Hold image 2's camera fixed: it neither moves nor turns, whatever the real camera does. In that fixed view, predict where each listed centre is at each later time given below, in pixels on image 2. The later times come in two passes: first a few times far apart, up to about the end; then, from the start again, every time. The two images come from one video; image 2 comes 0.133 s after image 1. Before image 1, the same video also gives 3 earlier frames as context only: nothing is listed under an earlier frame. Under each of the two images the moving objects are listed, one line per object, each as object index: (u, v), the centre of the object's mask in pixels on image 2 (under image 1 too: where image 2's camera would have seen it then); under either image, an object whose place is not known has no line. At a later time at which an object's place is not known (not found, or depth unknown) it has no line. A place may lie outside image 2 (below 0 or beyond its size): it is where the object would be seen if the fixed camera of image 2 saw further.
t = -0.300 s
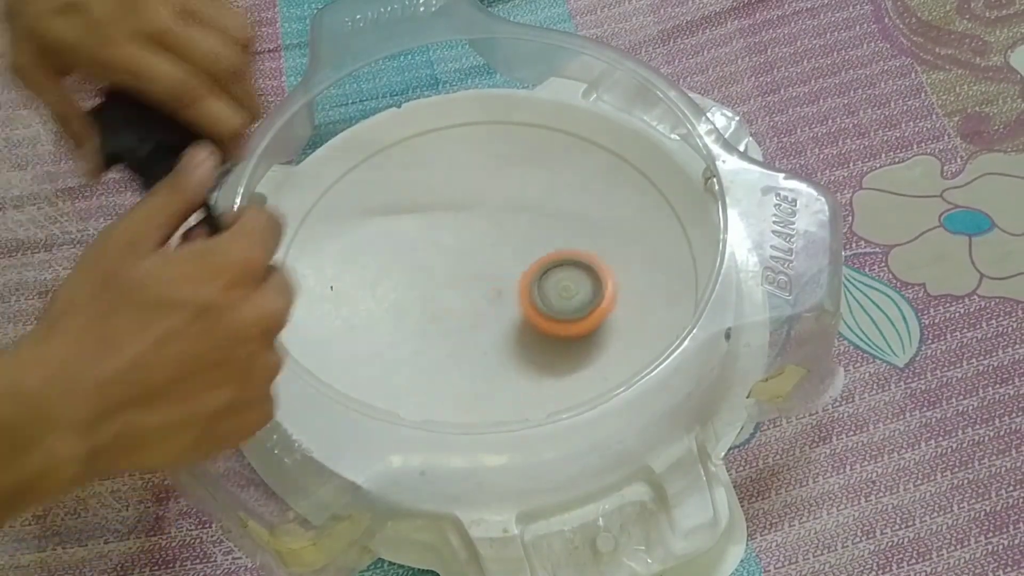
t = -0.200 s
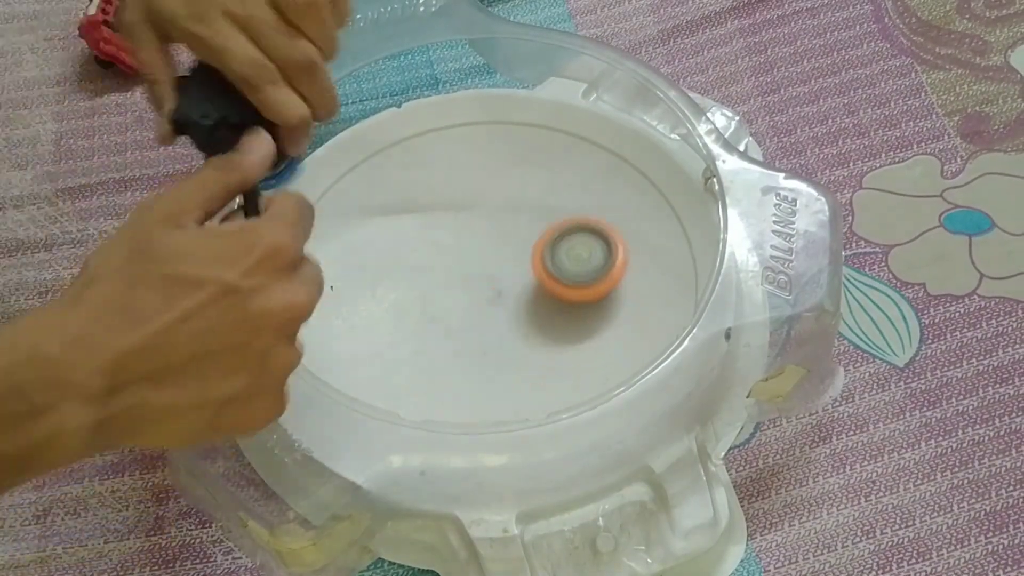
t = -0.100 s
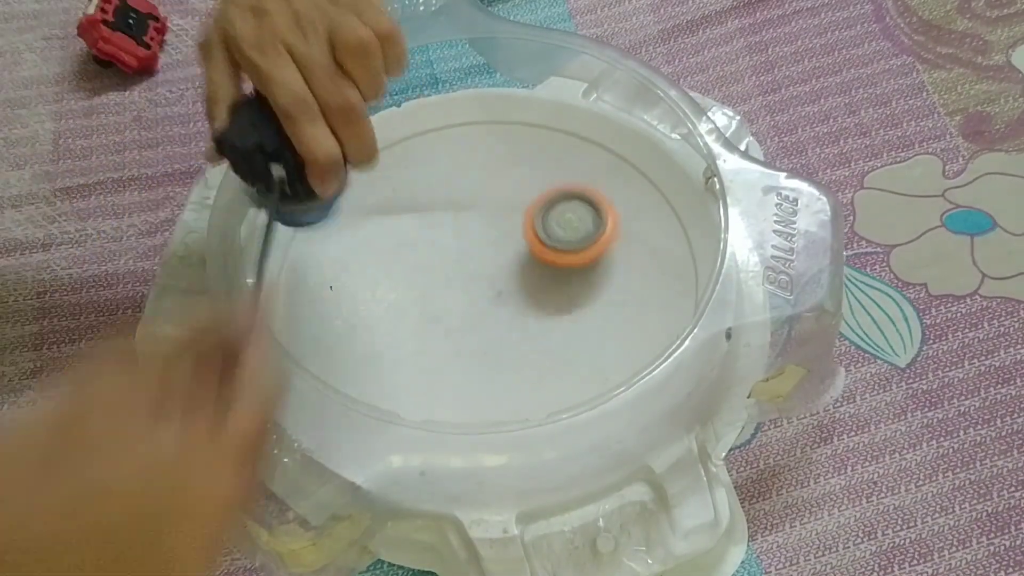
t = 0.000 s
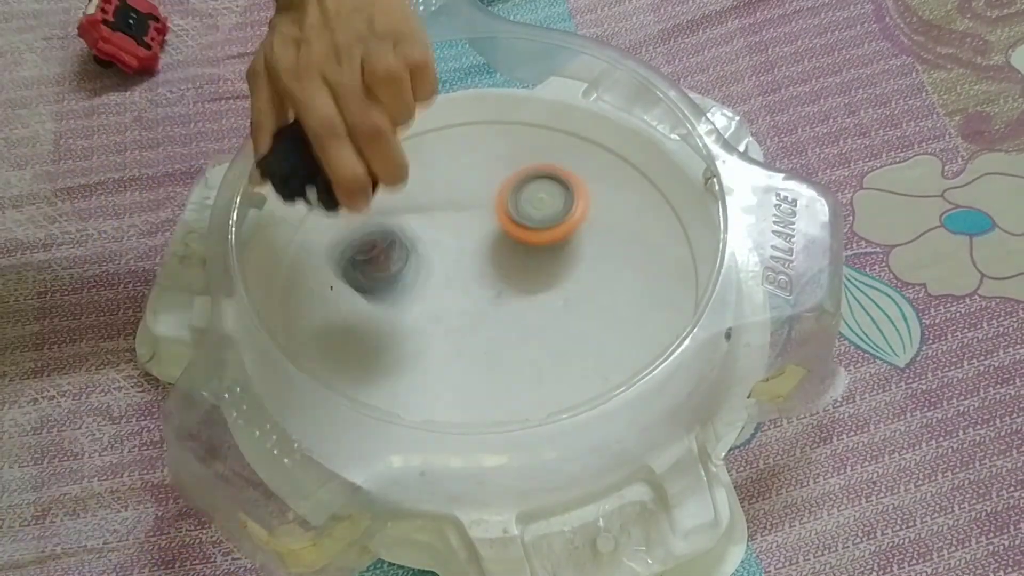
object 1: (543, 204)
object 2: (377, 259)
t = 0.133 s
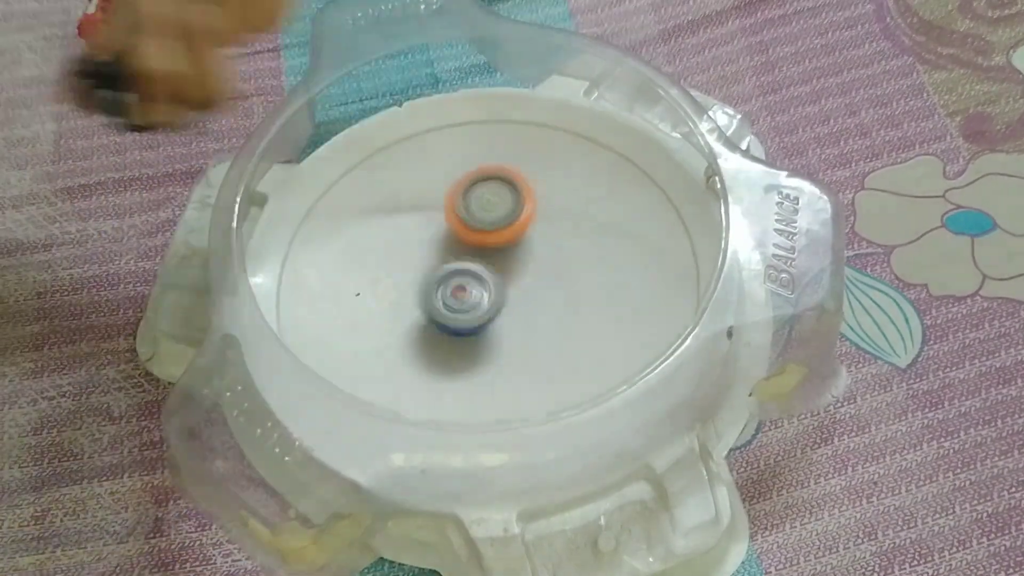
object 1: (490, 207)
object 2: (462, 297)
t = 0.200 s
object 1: (469, 218)
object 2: (477, 300)
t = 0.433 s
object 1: (423, 200)
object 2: (601, 425)
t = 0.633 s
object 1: (433, 274)
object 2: (649, 266)
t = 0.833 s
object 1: (519, 299)
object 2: (479, 172)
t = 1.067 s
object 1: (582, 234)
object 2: (307, 282)
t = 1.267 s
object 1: (542, 186)
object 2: (406, 423)
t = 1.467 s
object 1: (475, 215)
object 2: (605, 347)
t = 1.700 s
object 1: (491, 295)
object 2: (584, 146)
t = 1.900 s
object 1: (547, 310)
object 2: (403, 136)
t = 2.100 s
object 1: (588, 273)
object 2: (344, 288)
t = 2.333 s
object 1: (540, 239)
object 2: (555, 378)
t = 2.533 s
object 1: (487, 274)
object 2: (677, 250)
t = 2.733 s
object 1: (492, 329)
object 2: (563, 131)
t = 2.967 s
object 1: (541, 334)
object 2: (379, 207)
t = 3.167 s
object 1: (551, 298)
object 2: (379, 365)
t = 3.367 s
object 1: (512, 267)
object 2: (541, 420)
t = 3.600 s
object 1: (456, 282)
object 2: (645, 267)
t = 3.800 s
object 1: (448, 311)
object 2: (536, 161)
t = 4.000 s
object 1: (480, 320)
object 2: (387, 180)
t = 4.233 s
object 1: (512, 279)
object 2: (352, 321)
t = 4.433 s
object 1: (494, 241)
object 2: (508, 381)
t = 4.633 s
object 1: (461, 237)
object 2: (628, 277)
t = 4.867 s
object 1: (465, 267)
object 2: (574, 147)
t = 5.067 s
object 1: (504, 272)
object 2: (437, 157)
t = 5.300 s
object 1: (526, 243)
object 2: (394, 302)
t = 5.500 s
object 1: (515, 227)
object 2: (509, 379)
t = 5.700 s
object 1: (498, 239)
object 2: (628, 323)
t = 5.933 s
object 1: (509, 270)
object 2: (590, 203)
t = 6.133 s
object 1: (536, 281)
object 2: (463, 193)
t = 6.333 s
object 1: (554, 280)
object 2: (379, 268)
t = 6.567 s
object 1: (545, 266)
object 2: (443, 371)
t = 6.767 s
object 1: (516, 275)
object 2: (562, 344)
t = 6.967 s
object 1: (475, 275)
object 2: (650, 279)
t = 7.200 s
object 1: (458, 297)
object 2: (598, 191)
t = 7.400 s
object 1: (473, 307)
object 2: (480, 214)
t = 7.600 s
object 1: (507, 301)
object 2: (389, 257)
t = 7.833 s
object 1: (521, 269)
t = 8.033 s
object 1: (502, 242)
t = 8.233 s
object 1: (473, 243)
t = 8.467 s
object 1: (477, 269)
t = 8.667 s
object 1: (511, 275)
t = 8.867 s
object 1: (545, 272)
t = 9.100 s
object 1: (562, 250)
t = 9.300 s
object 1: (545, 244)
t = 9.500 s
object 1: (527, 225)
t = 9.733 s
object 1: (492, 233)
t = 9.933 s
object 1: (471, 255)
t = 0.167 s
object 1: (478, 212)
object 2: (470, 296)
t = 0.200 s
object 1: (469, 218)
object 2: (477, 300)
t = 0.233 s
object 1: (466, 200)
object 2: (480, 337)
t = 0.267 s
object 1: (463, 185)
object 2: (484, 375)
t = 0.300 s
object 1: (458, 177)
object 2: (502, 398)
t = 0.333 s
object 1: (451, 177)
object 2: (519, 421)
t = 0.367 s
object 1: (441, 181)
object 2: (548, 431)
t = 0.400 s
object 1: (431, 190)
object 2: (576, 435)
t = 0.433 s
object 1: (423, 200)
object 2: (601, 425)
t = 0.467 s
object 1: (417, 213)
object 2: (625, 408)
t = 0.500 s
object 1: (413, 226)
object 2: (644, 380)
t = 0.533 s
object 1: (413, 238)
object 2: (656, 359)
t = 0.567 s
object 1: (417, 251)
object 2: (653, 323)
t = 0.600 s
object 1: (423, 263)
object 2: (657, 296)
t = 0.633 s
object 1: (433, 274)
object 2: (649, 266)
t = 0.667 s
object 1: (444, 283)
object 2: (634, 239)
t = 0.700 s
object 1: (457, 291)
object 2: (610, 217)
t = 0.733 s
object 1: (471, 297)
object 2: (583, 197)
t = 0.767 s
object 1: (487, 300)
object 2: (548, 184)
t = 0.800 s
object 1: (503, 301)
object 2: (515, 177)
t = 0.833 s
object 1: (519, 299)
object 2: (479, 172)
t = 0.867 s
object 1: (534, 296)
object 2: (444, 174)
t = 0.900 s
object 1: (549, 290)
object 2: (412, 183)
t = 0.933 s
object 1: (563, 282)
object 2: (386, 193)
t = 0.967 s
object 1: (572, 270)
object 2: (360, 211)
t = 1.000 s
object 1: (578, 258)
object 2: (338, 234)
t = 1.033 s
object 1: (581, 245)
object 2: (319, 256)
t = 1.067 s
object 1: (582, 234)
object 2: (307, 282)
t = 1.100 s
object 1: (580, 222)
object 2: (304, 307)
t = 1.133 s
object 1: (577, 211)
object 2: (309, 328)
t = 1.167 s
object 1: (571, 201)
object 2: (315, 359)
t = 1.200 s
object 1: (564, 195)
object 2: (338, 384)
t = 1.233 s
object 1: (553, 189)
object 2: (369, 410)
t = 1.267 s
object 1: (542, 186)
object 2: (406, 423)
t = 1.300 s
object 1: (529, 184)
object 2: (443, 429)
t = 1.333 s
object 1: (516, 185)
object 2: (483, 427)
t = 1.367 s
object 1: (504, 188)
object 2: (521, 415)
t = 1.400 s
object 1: (494, 195)
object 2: (559, 392)
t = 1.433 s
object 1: (484, 204)
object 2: (584, 366)
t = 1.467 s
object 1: (475, 215)
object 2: (605, 347)
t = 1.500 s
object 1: (470, 226)
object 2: (621, 319)
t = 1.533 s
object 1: (467, 238)
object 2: (630, 286)
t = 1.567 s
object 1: (467, 252)
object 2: (631, 253)
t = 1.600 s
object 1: (469, 264)
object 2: (628, 222)
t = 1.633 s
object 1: (475, 275)
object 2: (616, 196)
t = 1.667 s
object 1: (483, 287)
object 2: (602, 172)
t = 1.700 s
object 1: (491, 295)
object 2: (584, 146)
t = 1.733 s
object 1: (500, 301)
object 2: (559, 125)
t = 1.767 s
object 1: (508, 306)
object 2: (535, 114)
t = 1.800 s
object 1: (518, 309)
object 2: (504, 103)
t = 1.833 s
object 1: (528, 310)
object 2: (474, 105)
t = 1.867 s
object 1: (538, 311)
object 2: (438, 118)
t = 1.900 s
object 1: (547, 310)
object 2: (403, 136)
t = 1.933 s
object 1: (558, 308)
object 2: (377, 155)
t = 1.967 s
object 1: (568, 304)
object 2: (354, 177)
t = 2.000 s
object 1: (575, 298)
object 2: (338, 200)
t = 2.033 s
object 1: (582, 291)
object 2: (333, 226)
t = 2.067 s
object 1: (587, 282)
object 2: (335, 259)
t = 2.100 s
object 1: (588, 273)
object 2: (344, 288)
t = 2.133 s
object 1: (587, 264)
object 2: (362, 316)
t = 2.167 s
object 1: (583, 256)
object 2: (385, 342)
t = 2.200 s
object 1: (577, 250)
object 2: (415, 363)
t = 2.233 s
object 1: (569, 244)
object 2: (447, 377)
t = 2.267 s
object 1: (561, 240)
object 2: (480, 385)
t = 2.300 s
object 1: (551, 239)
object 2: (518, 385)
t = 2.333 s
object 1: (540, 239)
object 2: (555, 378)
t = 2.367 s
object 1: (531, 241)
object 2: (588, 364)
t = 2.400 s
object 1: (519, 244)
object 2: (619, 347)
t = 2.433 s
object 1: (508, 250)
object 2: (642, 328)
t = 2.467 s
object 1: (500, 256)
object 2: (657, 303)
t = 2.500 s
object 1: (492, 264)
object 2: (670, 278)
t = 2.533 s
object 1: (487, 274)
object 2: (677, 250)
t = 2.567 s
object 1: (482, 285)
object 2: (676, 225)
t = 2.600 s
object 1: (481, 295)
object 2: (666, 198)
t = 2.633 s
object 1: (481, 306)
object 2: (648, 175)
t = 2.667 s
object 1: (483, 314)
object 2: (620, 151)
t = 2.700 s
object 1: (487, 323)
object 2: (593, 137)
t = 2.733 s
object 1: (492, 329)
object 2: (563, 131)
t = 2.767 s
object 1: (498, 333)
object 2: (532, 128)
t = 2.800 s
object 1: (506, 337)
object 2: (500, 130)
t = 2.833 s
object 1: (514, 339)
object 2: (472, 141)
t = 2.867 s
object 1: (522, 339)
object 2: (442, 155)
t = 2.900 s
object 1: (528, 339)
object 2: (419, 171)
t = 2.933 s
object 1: (534, 337)
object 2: (396, 190)
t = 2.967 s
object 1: (541, 334)
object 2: (379, 207)
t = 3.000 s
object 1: (545, 330)
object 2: (366, 230)
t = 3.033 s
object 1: (549, 324)
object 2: (357, 259)
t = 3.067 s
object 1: (551, 318)
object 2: (354, 288)
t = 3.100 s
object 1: (552, 312)
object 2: (358, 313)
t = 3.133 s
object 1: (552, 305)
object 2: (364, 344)
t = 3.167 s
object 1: (551, 298)
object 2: (379, 365)
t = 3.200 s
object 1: (549, 291)
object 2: (401, 383)
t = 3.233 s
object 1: (545, 284)
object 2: (421, 407)
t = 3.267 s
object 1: (539, 278)
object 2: (448, 420)
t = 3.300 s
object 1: (531, 273)
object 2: (479, 426)
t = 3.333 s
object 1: (521, 269)
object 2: (509, 426)
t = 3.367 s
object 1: (512, 267)
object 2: (541, 420)
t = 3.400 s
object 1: (500, 265)
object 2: (571, 407)
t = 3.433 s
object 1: (489, 265)
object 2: (597, 390)
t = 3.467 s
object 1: (481, 266)
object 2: (612, 363)
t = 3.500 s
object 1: (473, 269)
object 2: (630, 345)
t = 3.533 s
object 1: (465, 273)
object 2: (644, 316)
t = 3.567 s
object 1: (460, 277)
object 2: (648, 292)
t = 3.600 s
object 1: (456, 282)
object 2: (645, 267)
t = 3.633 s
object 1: (451, 286)
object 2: (635, 243)
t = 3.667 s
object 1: (449, 291)
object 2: (622, 219)
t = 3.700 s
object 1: (446, 296)
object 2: (604, 199)
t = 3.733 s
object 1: (445, 302)
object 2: (586, 182)
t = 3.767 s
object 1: (446, 307)
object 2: (559, 169)
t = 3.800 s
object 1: (448, 311)
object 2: (536, 161)
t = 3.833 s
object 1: (451, 316)
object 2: (508, 155)
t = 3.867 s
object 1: (456, 319)
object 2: (484, 153)
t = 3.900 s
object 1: (460, 321)
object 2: (456, 155)
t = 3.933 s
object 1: (466, 321)
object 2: (433, 160)
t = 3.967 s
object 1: (473, 321)
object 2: (409, 170)
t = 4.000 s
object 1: (480, 320)
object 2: (387, 180)
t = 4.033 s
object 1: (487, 316)
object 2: (367, 195)
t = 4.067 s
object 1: (493, 312)
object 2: (353, 211)
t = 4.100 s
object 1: (500, 306)
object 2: (343, 228)
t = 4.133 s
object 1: (504, 300)
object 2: (338, 250)
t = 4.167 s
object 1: (507, 293)
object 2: (336, 275)
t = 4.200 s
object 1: (510, 285)
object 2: (341, 301)
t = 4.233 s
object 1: (512, 279)
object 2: (352, 321)
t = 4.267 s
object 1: (512, 272)
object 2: (369, 342)
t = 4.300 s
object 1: (510, 264)
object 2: (395, 362)
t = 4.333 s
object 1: (508, 256)
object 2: (420, 376)
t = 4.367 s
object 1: (504, 250)
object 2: (448, 381)
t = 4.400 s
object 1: (500, 245)
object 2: (480, 384)
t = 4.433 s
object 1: (494, 241)
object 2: (508, 381)
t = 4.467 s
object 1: (487, 237)
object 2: (539, 372)
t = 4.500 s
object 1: (482, 235)
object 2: (562, 360)
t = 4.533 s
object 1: (476, 234)
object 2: (583, 345)
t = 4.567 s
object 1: (470, 234)
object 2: (603, 323)
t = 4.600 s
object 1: (465, 235)
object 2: (617, 301)
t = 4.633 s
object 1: (461, 237)
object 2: (628, 277)
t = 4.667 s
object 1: (456, 240)
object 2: (633, 255)
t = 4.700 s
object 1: (454, 244)
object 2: (632, 232)
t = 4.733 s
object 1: (453, 249)
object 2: (626, 209)
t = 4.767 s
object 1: (454, 255)
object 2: (618, 192)
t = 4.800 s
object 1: (456, 259)
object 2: (607, 172)
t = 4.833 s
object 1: (460, 264)
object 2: (593, 158)
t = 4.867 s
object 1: (465, 267)
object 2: (574, 147)
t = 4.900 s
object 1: (470, 270)
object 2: (555, 139)
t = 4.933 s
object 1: (477, 272)
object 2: (530, 133)
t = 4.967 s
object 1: (483, 273)
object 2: (507, 130)
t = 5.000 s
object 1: (490, 274)
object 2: (483, 136)
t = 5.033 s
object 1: (497, 273)
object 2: (459, 146)
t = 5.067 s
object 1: (504, 272)
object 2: (437, 157)
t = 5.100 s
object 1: (509, 269)
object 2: (418, 173)
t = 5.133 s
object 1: (515, 264)
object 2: (402, 191)
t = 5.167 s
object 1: (519, 260)
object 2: (392, 209)
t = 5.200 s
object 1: (522, 256)
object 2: (385, 232)
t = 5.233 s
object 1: (524, 251)
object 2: (384, 256)
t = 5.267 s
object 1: (526, 247)
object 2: (386, 278)
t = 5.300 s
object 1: (526, 243)
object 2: (394, 302)
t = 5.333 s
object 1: (526, 239)
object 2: (407, 324)
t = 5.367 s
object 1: (525, 235)
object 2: (422, 341)
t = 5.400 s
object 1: (524, 232)
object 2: (440, 358)
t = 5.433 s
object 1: (522, 230)
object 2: (463, 368)
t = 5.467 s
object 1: (519, 228)
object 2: (486, 377)
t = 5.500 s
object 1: (515, 227)
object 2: (509, 379)
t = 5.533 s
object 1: (512, 227)
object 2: (532, 378)
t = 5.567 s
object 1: (509, 227)
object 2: (557, 374)
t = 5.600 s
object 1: (506, 229)
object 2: (579, 365)
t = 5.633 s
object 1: (503, 231)
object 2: (599, 354)
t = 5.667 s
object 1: (500, 234)
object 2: (615, 340)
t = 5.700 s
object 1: (498, 239)
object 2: (628, 323)
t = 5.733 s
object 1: (497, 243)
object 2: (637, 304)
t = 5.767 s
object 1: (498, 248)
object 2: (640, 283)
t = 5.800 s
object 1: (498, 253)
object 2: (638, 265)
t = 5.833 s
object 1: (500, 257)
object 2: (632, 247)
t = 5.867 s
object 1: (502, 262)
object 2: (622, 230)
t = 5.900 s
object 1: (505, 266)
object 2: (607, 214)
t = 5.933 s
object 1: (509, 270)
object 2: (590, 203)
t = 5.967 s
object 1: (513, 273)
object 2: (572, 192)
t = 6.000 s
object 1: (517, 276)
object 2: (551, 187)
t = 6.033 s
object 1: (523, 277)
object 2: (528, 183)
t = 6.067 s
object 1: (528, 280)
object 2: (507, 184)
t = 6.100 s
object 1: (531, 281)
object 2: (484, 188)
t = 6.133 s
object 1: (536, 281)
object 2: (463, 193)
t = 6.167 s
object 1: (541, 282)
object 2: (444, 200)
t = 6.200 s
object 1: (544, 281)
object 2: (424, 211)
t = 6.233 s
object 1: (547, 280)
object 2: (409, 222)
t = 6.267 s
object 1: (550, 279)
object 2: (396, 237)
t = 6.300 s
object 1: (552, 280)
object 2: (386, 255)
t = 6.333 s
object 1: (554, 280)
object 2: (379, 268)
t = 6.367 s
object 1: (557, 282)
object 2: (377, 285)
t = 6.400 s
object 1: (559, 282)
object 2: (379, 302)
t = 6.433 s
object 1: (560, 277)
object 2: (384, 320)
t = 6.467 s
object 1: (557, 270)
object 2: (393, 336)
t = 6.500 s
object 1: (553, 268)
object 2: (407, 350)
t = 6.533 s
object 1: (549, 267)
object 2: (424, 362)
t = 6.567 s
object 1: (545, 266)
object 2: (443, 371)
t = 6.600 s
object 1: (540, 265)
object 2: (464, 376)
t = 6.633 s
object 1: (535, 266)
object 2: (485, 377)
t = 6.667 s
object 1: (530, 267)
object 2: (507, 374)
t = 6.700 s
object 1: (525, 269)
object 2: (528, 367)
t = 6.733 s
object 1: (520, 272)
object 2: (548, 354)
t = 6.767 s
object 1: (516, 275)
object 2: (562, 344)
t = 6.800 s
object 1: (513, 277)
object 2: (578, 329)
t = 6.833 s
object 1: (503, 271)
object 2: (598, 325)
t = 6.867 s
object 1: (495, 269)
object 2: (616, 319)
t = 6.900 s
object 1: (488, 270)
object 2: (628, 308)
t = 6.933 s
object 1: (481, 272)
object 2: (640, 293)
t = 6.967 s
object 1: (475, 275)
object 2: (650, 279)
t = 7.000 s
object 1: (471, 277)
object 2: (653, 263)
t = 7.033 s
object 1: (467, 281)
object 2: (653, 247)
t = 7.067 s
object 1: (465, 285)
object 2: (651, 233)
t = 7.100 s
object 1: (462, 289)
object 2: (642, 218)
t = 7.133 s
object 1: (460, 292)
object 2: (631, 208)
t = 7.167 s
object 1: (459, 295)
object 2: (617, 197)
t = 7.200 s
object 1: (458, 297)
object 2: (598, 191)
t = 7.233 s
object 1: (459, 300)
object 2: (580, 188)
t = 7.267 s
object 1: (460, 302)
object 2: (558, 188)
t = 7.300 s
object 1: (462, 304)
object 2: (536, 191)
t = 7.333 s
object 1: (464, 306)
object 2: (518, 196)
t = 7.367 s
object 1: (468, 307)
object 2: (499, 206)
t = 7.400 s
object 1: (473, 307)
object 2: (480, 214)
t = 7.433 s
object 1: (478, 307)
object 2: (462, 224)
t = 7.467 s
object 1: (485, 308)
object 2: (448, 233)
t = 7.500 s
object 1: (490, 309)
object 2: (431, 236)
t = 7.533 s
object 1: (496, 308)
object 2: (417, 241)
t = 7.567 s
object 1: (502, 305)
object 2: (403, 249)
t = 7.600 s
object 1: (507, 301)
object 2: (389, 257)
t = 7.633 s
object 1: (510, 297)
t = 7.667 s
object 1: (513, 294)
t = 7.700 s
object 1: (516, 289)
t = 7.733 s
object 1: (518, 285)
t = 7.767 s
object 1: (520, 280)
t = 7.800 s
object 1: (521, 275)
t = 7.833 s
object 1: (521, 269)
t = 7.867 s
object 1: (519, 263)
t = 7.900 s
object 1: (517, 257)
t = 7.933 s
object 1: (514, 253)
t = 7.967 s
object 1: (511, 248)
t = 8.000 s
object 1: (506, 244)
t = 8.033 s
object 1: (502, 242)
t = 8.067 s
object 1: (497, 239)
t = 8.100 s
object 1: (493, 238)
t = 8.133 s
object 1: (487, 238)
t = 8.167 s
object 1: (482, 239)
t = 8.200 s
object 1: (477, 240)
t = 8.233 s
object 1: (473, 243)
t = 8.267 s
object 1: (469, 245)
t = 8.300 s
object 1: (467, 249)
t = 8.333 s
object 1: (467, 253)
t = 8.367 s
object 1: (467, 258)
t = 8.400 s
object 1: (470, 263)
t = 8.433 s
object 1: (473, 266)
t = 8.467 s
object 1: (477, 269)
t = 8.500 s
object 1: (481, 272)
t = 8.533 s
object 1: (486, 275)
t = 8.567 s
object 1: (491, 278)
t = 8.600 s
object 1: (498, 279)
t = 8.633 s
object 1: (504, 278)
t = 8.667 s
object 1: (511, 275)
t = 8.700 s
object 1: (516, 273)
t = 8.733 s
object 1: (520, 270)
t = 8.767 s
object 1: (523, 266)
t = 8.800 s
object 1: (531, 266)
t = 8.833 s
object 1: (540, 271)
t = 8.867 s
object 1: (545, 272)
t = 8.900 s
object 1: (550, 270)
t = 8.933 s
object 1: (554, 267)
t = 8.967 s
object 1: (557, 264)
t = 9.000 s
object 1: (559, 260)
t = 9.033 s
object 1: (561, 257)
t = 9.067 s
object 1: (562, 254)
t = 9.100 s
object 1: (562, 250)
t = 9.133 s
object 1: (561, 248)
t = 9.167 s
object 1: (559, 245)
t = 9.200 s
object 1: (557, 244)
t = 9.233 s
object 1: (554, 243)
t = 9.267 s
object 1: (550, 243)
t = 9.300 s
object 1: (545, 244)
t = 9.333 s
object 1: (540, 246)
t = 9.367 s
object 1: (535, 247)
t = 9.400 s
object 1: (535, 239)
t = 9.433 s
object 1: (535, 232)
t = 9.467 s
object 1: (532, 228)
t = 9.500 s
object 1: (527, 225)
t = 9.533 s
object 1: (521, 224)
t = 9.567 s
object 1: (516, 223)
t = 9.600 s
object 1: (510, 223)
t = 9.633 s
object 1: (505, 224)
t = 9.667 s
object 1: (500, 226)
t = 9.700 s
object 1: (496, 229)
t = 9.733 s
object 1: (492, 233)
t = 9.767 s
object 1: (488, 238)
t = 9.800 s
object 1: (485, 243)
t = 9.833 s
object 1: (484, 250)
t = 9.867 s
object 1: (483, 256)
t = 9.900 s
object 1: (478, 255)
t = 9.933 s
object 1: (471, 255)
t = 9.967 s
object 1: (469, 257)
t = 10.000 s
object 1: (467, 261)
